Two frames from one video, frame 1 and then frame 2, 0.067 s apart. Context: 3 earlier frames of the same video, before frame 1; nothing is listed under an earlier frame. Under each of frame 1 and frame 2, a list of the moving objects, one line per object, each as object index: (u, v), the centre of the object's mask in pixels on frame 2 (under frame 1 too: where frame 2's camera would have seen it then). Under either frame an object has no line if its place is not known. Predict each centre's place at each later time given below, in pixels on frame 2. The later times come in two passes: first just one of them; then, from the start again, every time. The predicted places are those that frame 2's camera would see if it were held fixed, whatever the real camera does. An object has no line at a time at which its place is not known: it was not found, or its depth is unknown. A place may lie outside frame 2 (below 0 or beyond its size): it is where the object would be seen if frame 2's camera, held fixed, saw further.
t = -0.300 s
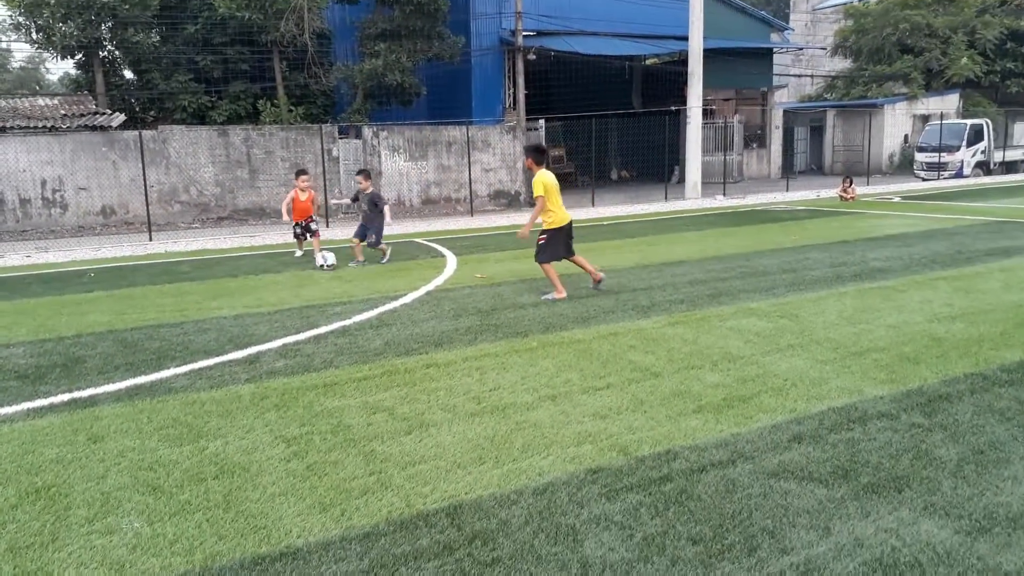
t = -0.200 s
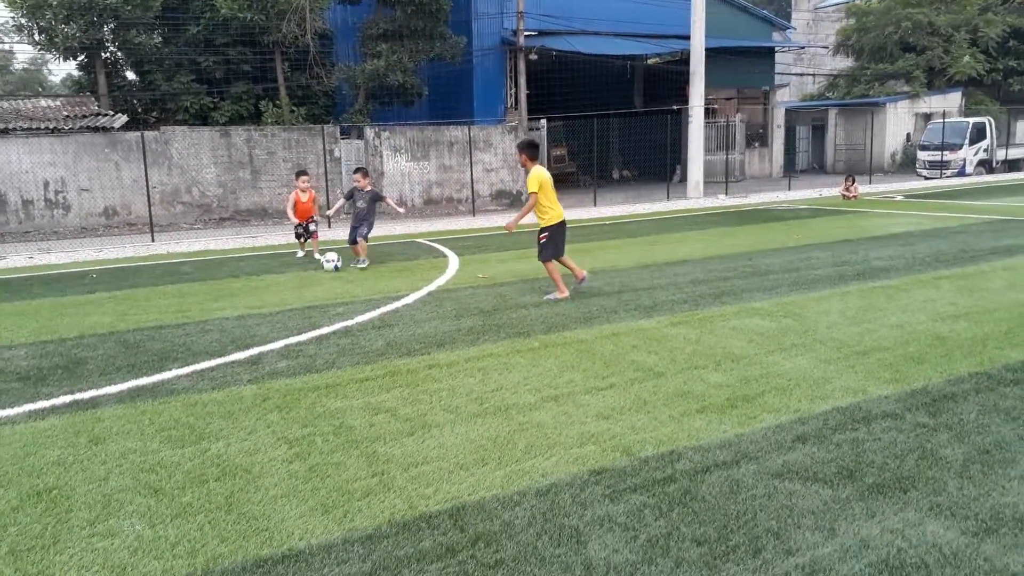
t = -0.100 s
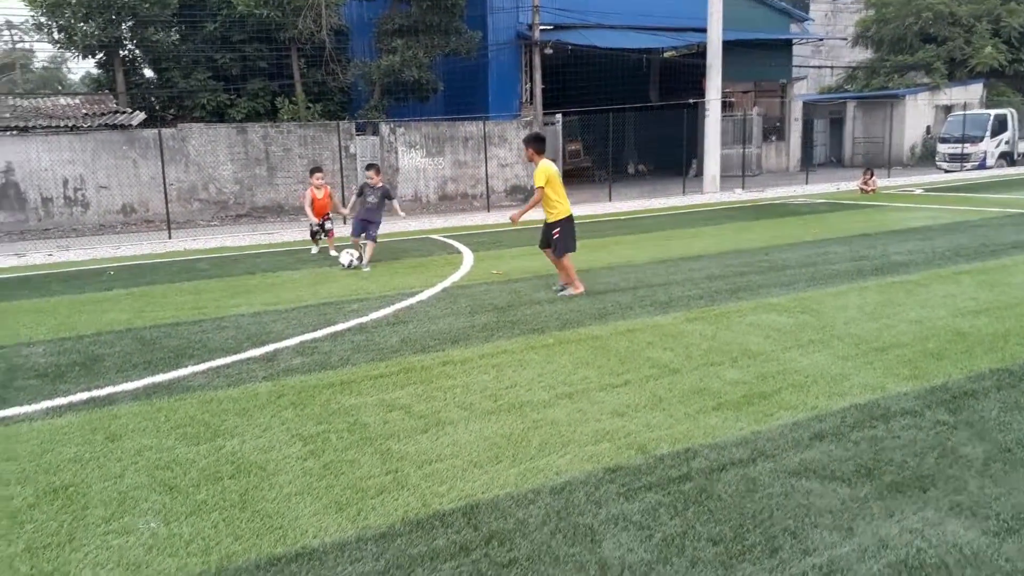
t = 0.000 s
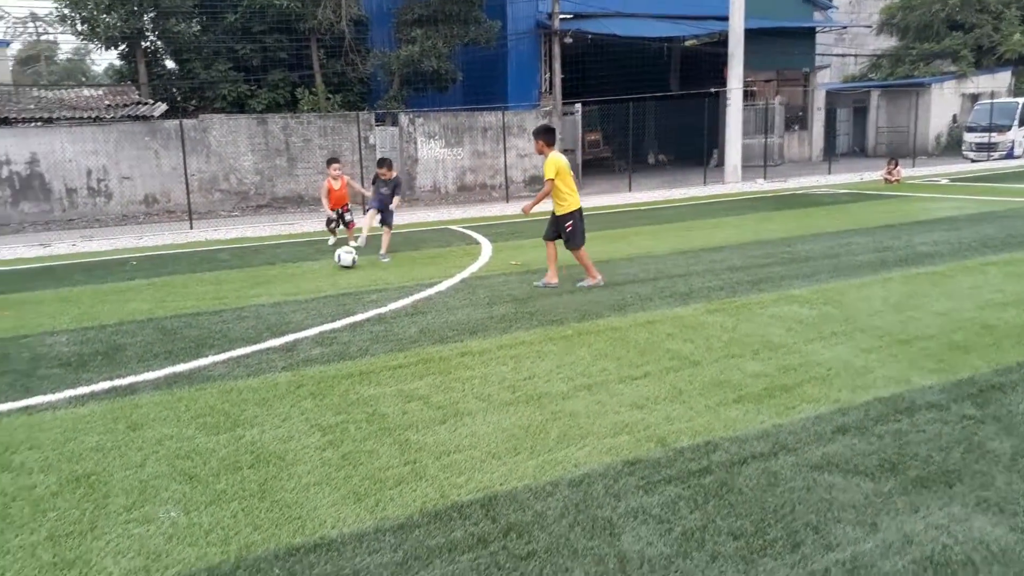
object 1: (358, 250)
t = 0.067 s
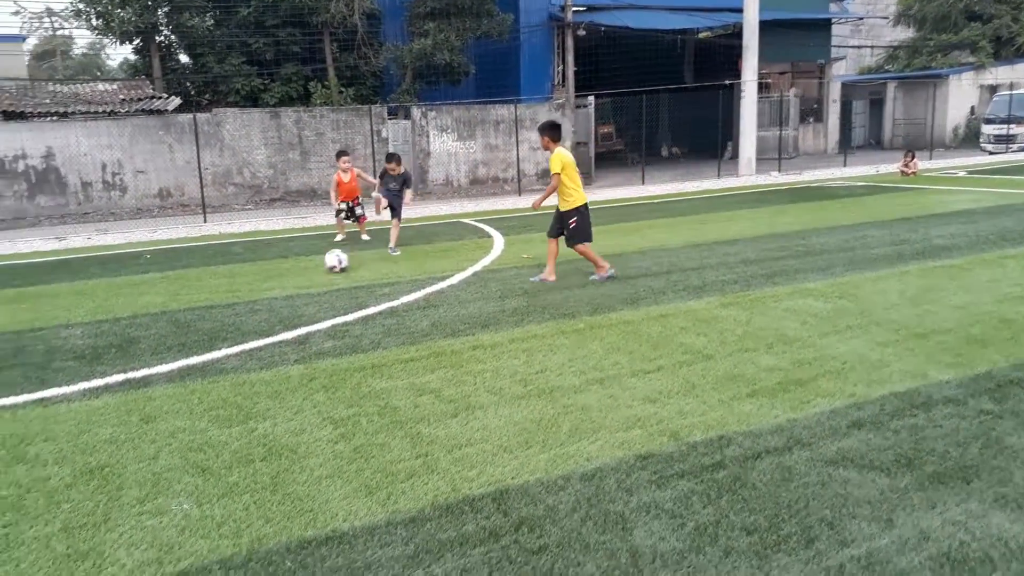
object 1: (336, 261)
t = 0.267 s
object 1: (258, 293)
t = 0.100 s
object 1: (324, 265)
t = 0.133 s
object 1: (312, 268)
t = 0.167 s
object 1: (300, 272)
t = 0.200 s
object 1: (286, 278)
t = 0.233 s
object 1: (272, 287)
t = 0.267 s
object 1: (258, 293)
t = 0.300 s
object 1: (244, 296)
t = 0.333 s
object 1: (229, 300)
